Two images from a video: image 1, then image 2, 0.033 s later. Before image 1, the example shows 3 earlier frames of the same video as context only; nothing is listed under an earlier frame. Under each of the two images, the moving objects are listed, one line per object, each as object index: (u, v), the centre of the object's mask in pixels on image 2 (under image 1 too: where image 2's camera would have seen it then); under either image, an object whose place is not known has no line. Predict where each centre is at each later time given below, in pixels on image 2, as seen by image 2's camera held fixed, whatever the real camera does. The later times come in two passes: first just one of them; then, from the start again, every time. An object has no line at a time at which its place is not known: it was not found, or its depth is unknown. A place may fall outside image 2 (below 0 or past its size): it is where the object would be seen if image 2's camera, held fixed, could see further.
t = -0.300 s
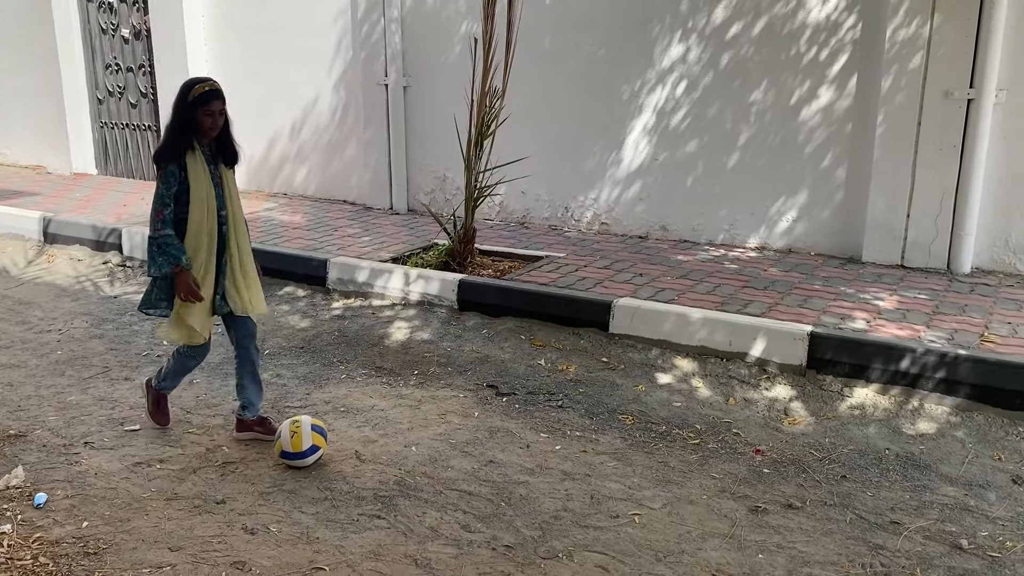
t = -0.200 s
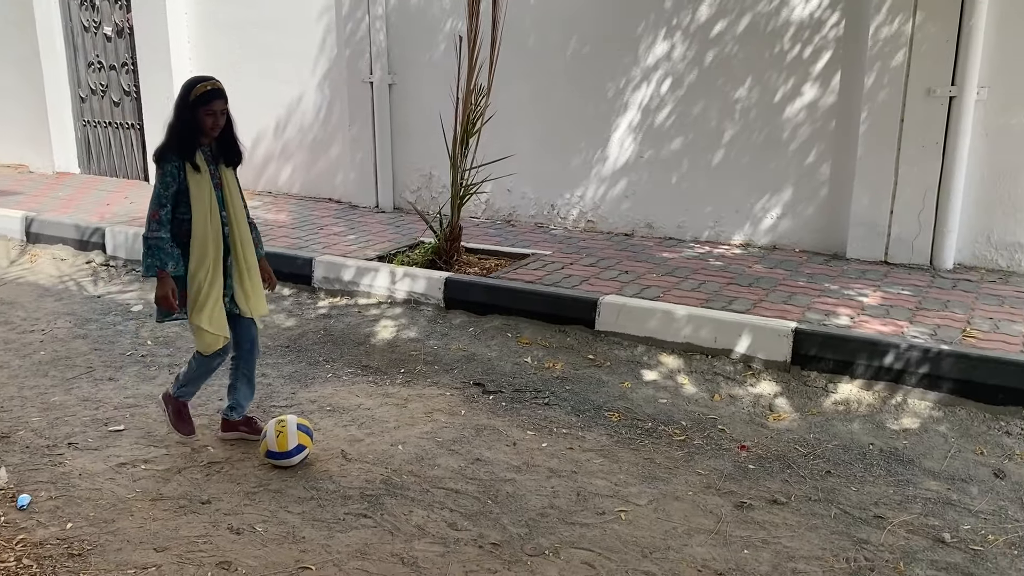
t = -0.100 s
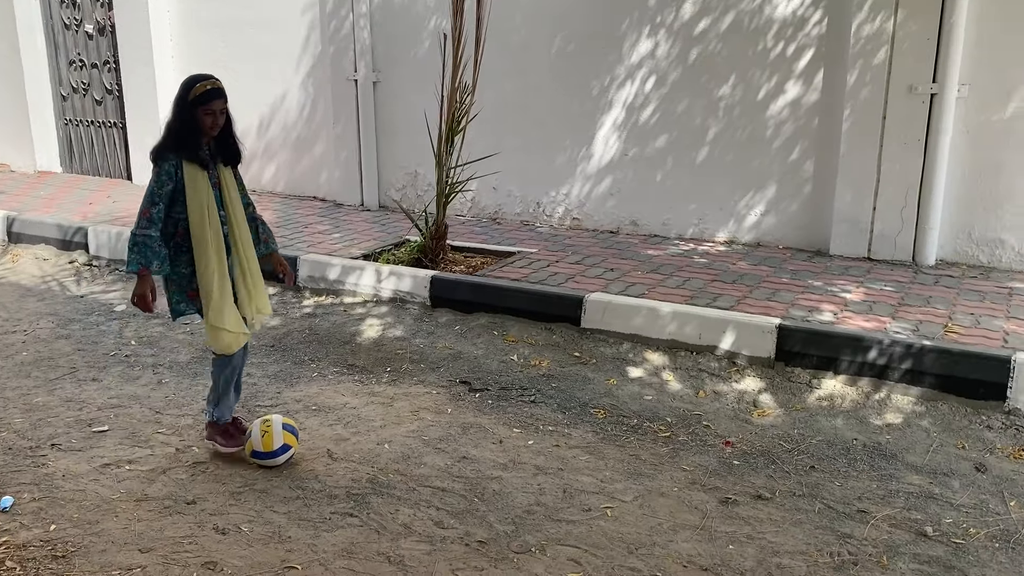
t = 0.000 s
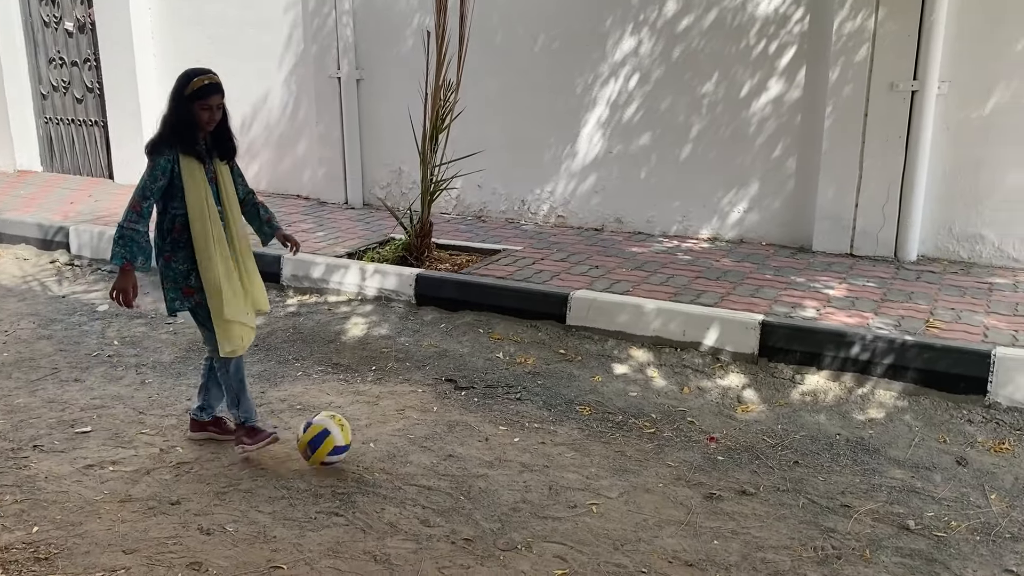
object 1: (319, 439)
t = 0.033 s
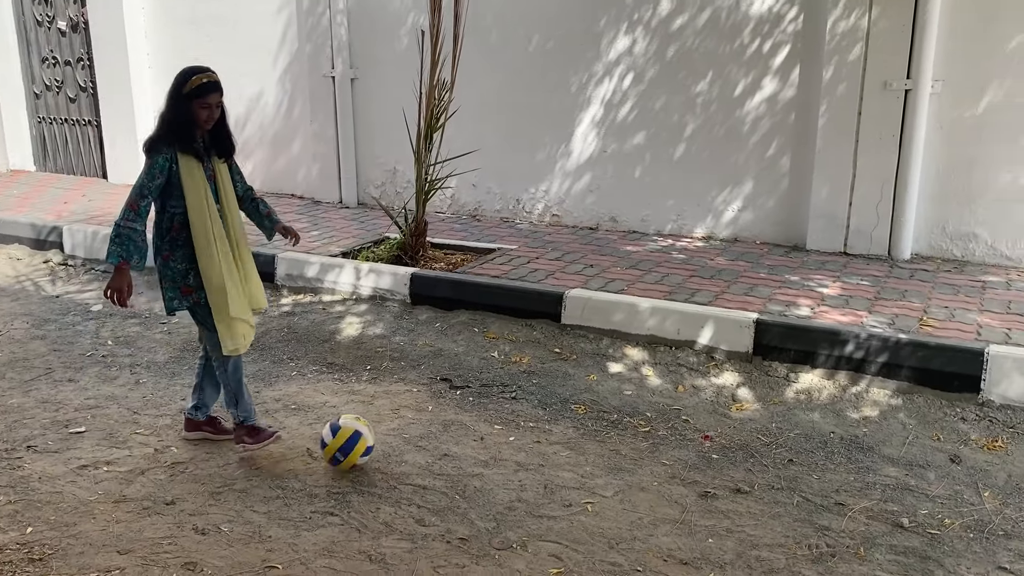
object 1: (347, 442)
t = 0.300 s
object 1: (523, 471)
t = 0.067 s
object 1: (376, 448)
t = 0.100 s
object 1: (402, 454)
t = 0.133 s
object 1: (424, 455)
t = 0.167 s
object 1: (446, 456)
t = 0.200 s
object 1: (465, 459)
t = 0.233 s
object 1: (486, 464)
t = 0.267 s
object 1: (505, 469)
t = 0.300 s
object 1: (523, 471)
